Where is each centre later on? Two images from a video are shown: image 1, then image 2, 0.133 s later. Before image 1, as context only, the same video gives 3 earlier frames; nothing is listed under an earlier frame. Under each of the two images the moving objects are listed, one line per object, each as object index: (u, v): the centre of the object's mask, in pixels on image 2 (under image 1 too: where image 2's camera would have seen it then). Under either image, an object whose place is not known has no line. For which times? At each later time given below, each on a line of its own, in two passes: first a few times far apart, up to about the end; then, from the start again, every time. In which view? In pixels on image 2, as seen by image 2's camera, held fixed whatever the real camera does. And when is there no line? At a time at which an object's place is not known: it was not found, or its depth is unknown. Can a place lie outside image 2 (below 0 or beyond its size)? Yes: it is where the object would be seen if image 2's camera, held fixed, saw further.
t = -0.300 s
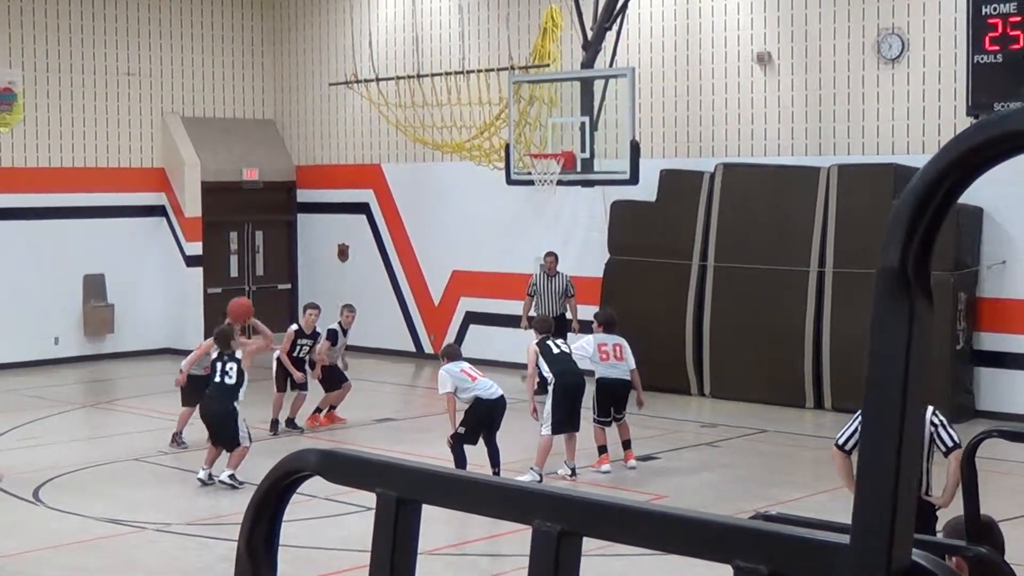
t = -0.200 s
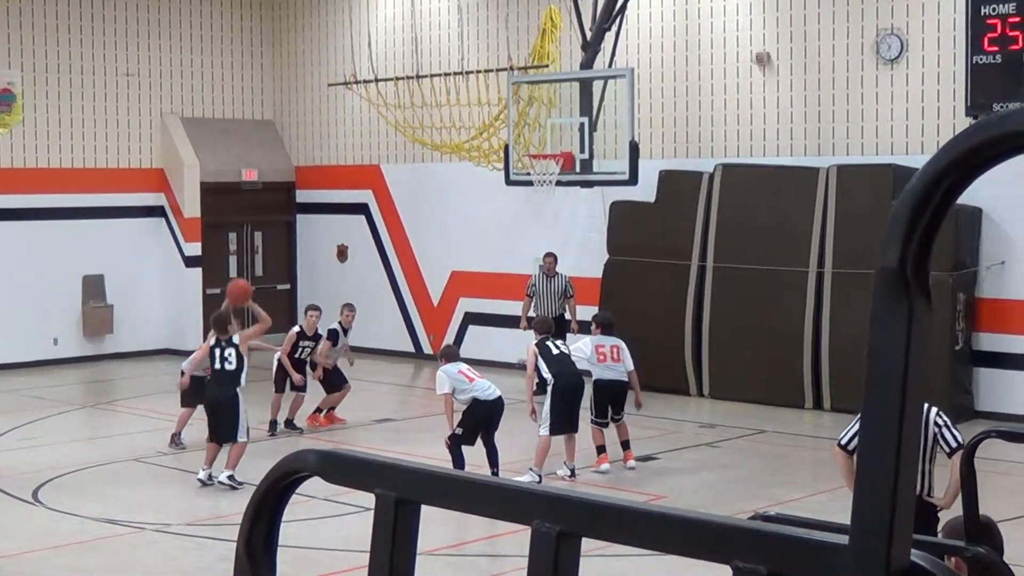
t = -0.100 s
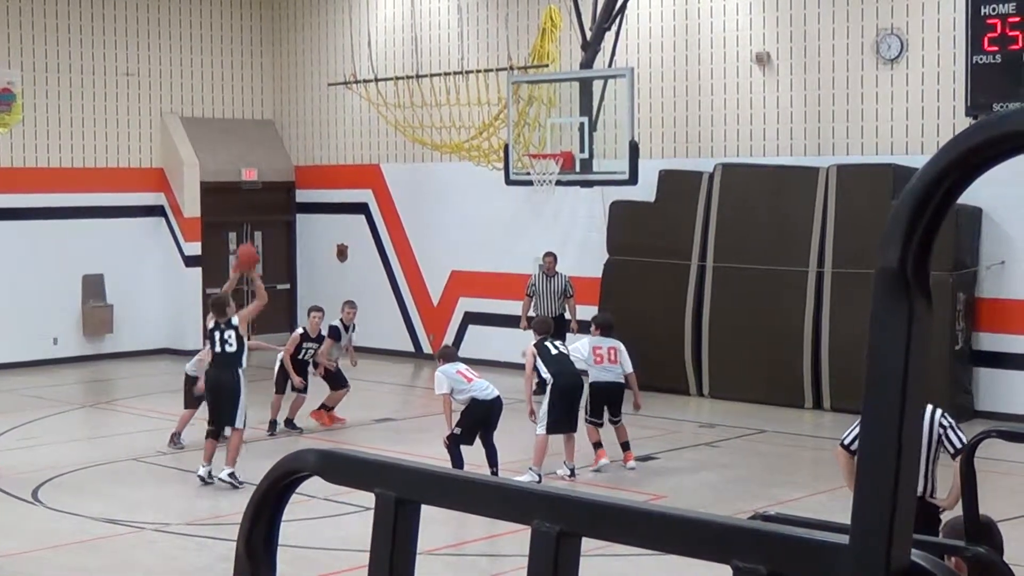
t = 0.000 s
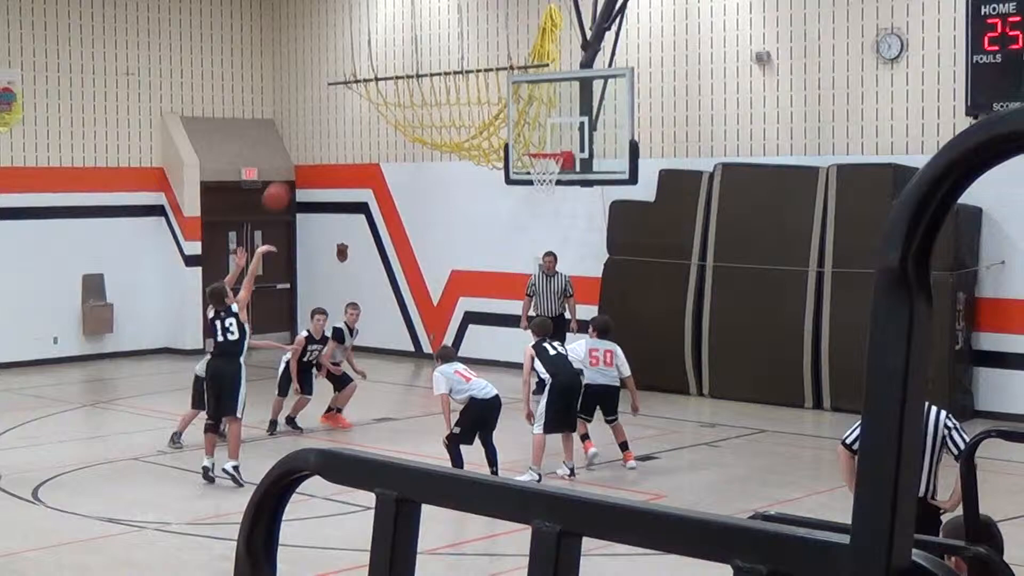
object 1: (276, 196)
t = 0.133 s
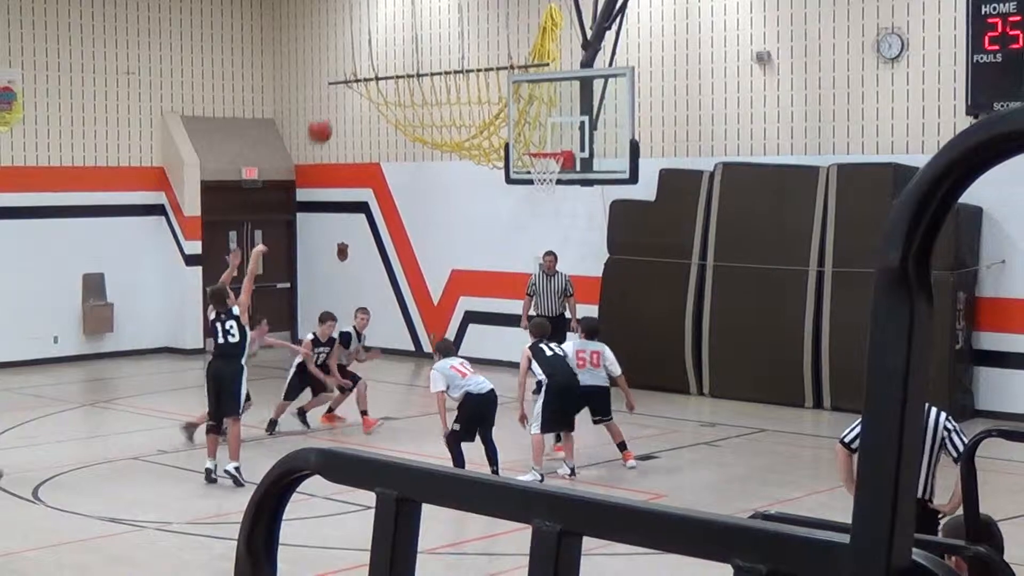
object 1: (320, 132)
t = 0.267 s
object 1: (361, 87)
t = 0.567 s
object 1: (446, 54)
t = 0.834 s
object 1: (516, 97)
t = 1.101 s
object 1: (526, 166)
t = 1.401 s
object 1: (536, 191)
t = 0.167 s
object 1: (330, 118)
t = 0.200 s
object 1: (340, 106)
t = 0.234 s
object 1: (351, 96)
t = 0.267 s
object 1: (361, 87)
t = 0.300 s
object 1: (371, 78)
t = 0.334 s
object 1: (381, 71)
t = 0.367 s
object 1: (390, 65)
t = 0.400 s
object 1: (400, 61)
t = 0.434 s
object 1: (409, 57)
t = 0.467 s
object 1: (418, 55)
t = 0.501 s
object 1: (428, 53)
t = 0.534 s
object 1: (437, 53)
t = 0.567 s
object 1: (446, 54)
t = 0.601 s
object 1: (456, 56)
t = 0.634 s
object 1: (464, 59)
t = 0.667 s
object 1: (473, 63)
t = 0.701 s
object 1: (482, 68)
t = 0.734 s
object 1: (490, 74)
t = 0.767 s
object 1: (499, 81)
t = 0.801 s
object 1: (507, 88)
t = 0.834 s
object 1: (516, 97)
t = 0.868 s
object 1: (523, 106)
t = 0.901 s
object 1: (532, 117)
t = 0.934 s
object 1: (540, 128)
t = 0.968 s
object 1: (548, 140)
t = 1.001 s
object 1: (555, 150)
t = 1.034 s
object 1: (544, 158)
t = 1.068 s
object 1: (532, 163)
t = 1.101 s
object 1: (526, 166)
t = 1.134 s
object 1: (524, 165)
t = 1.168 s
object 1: (523, 166)
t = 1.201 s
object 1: (522, 167)
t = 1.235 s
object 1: (523, 168)
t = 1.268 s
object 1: (524, 169)
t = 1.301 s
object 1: (526, 174)
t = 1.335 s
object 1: (529, 179)
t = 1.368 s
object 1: (531, 183)
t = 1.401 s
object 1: (536, 191)
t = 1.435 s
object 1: (539, 196)
